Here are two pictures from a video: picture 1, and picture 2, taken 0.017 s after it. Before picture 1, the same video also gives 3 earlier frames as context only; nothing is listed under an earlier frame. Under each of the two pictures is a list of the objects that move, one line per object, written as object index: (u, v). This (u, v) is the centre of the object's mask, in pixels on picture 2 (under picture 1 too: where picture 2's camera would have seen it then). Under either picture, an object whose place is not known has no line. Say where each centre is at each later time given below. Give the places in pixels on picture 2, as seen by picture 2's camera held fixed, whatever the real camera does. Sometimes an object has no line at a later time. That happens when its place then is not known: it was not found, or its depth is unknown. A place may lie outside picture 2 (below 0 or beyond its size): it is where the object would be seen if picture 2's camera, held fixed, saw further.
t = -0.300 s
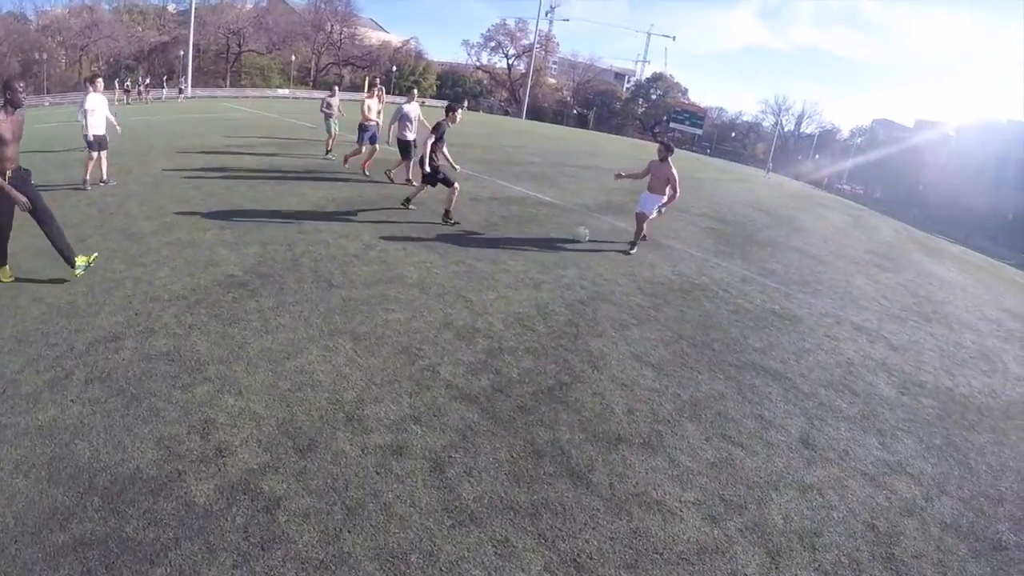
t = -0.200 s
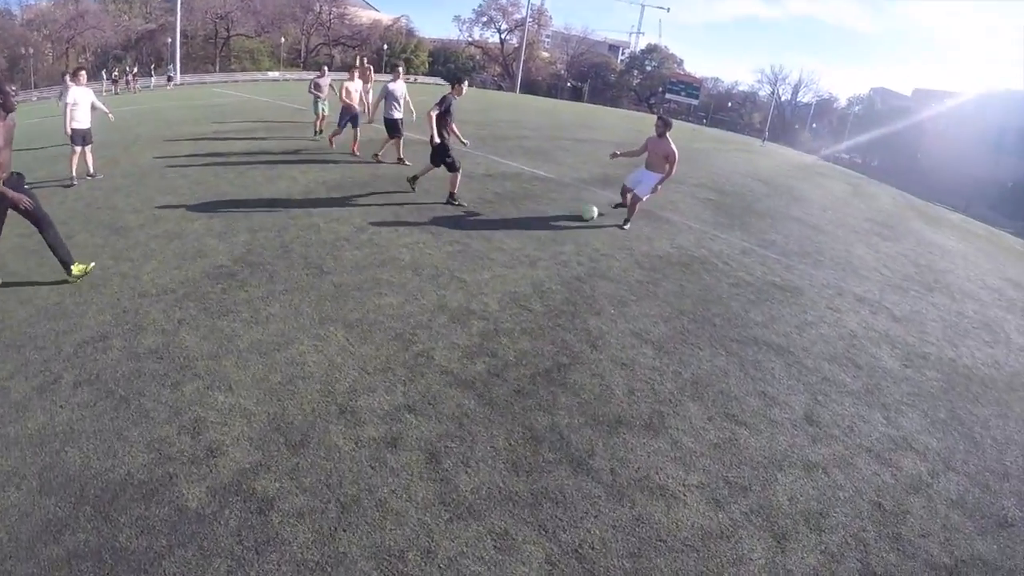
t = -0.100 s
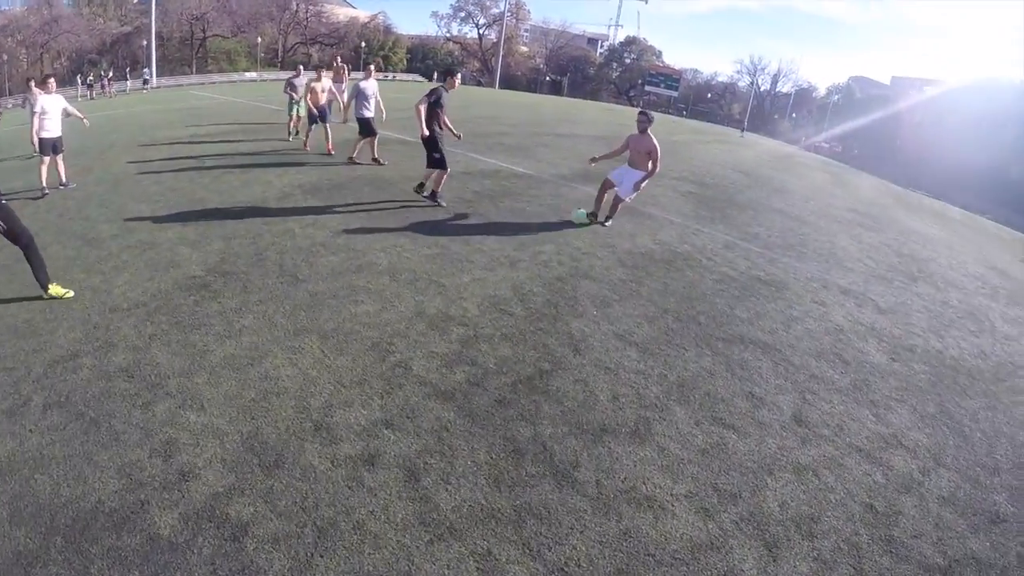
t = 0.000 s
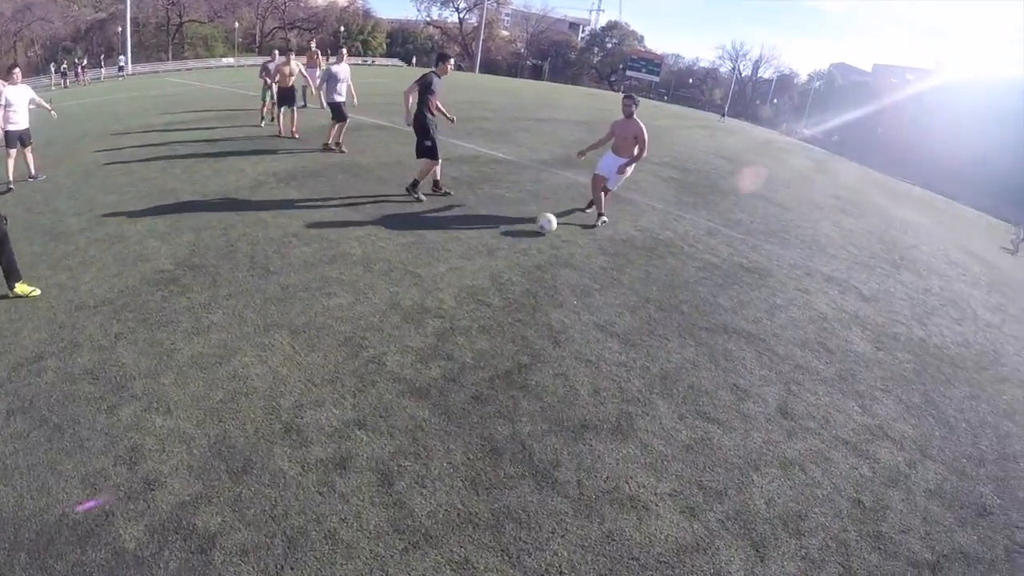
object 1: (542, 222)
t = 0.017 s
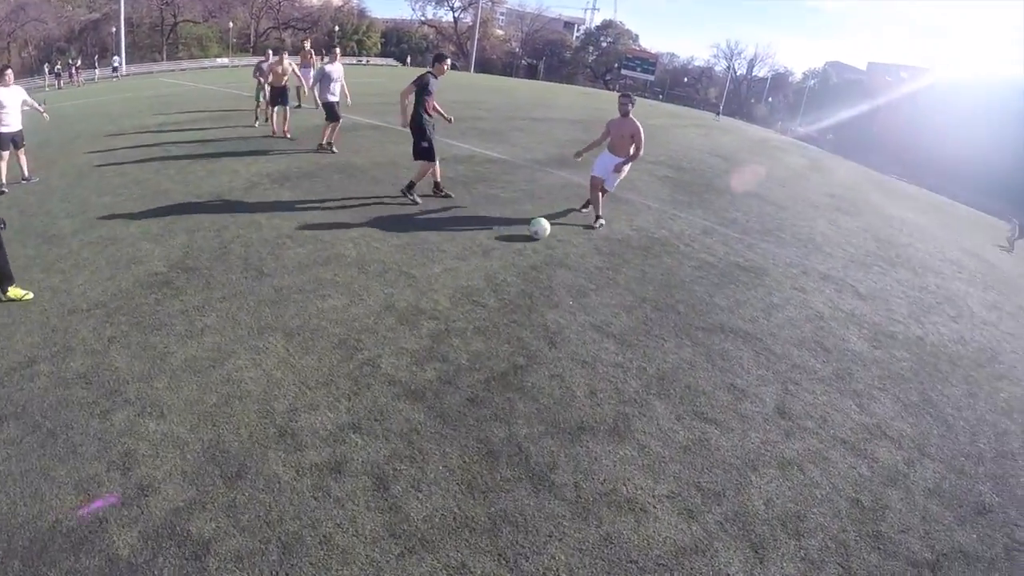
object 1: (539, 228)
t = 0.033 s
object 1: (537, 232)
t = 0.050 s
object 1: (535, 235)
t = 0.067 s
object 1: (534, 238)
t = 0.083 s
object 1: (532, 243)
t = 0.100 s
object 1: (529, 247)
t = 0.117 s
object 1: (528, 252)
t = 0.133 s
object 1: (525, 257)
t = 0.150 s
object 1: (523, 262)
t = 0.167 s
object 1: (521, 268)
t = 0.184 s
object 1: (518, 275)
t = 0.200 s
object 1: (516, 280)
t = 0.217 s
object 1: (513, 286)
